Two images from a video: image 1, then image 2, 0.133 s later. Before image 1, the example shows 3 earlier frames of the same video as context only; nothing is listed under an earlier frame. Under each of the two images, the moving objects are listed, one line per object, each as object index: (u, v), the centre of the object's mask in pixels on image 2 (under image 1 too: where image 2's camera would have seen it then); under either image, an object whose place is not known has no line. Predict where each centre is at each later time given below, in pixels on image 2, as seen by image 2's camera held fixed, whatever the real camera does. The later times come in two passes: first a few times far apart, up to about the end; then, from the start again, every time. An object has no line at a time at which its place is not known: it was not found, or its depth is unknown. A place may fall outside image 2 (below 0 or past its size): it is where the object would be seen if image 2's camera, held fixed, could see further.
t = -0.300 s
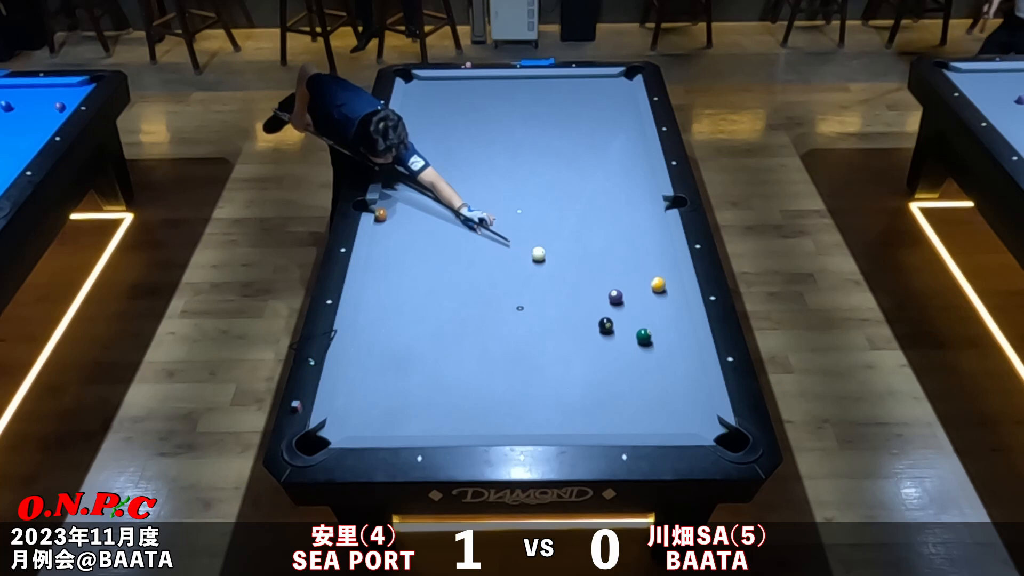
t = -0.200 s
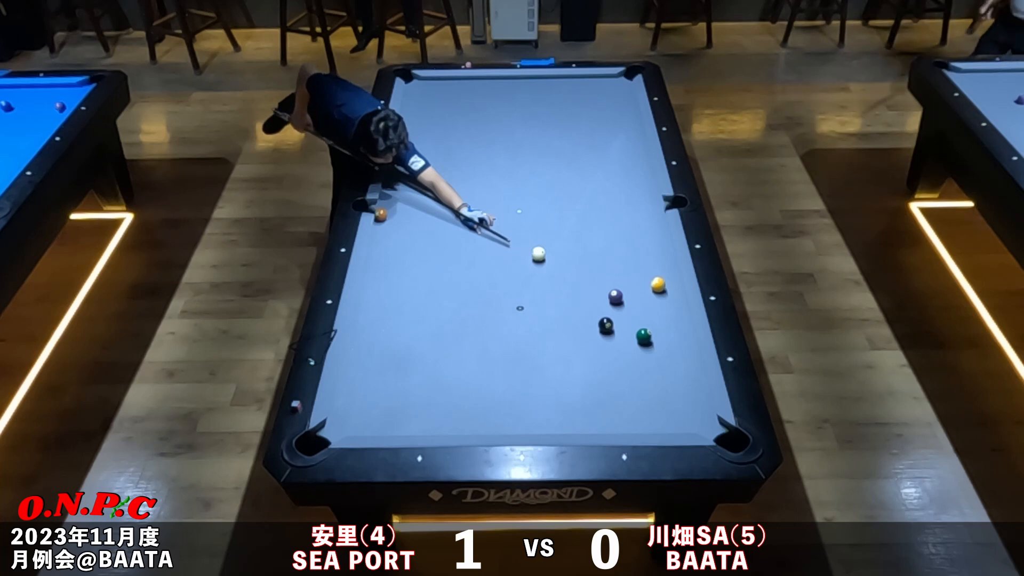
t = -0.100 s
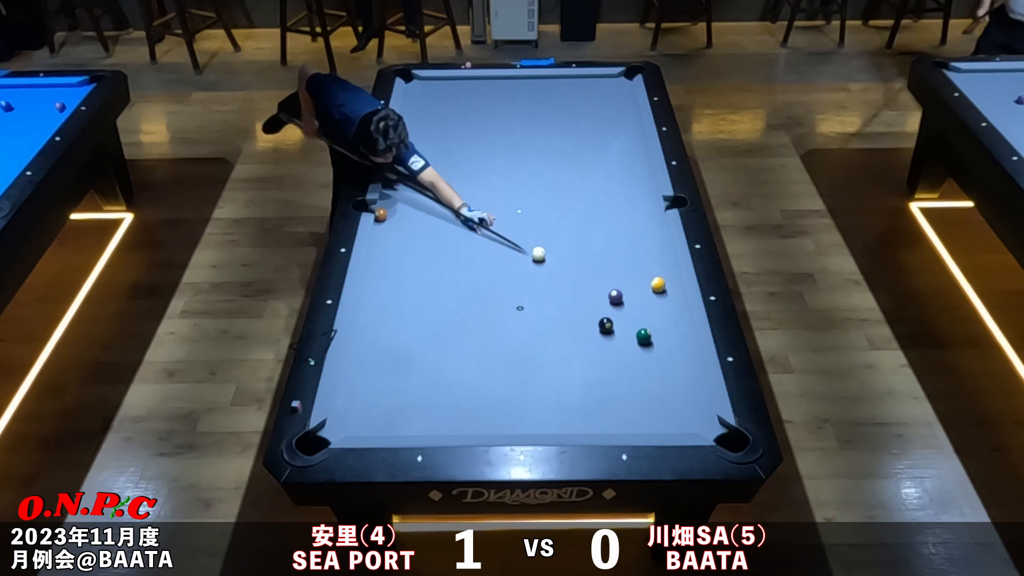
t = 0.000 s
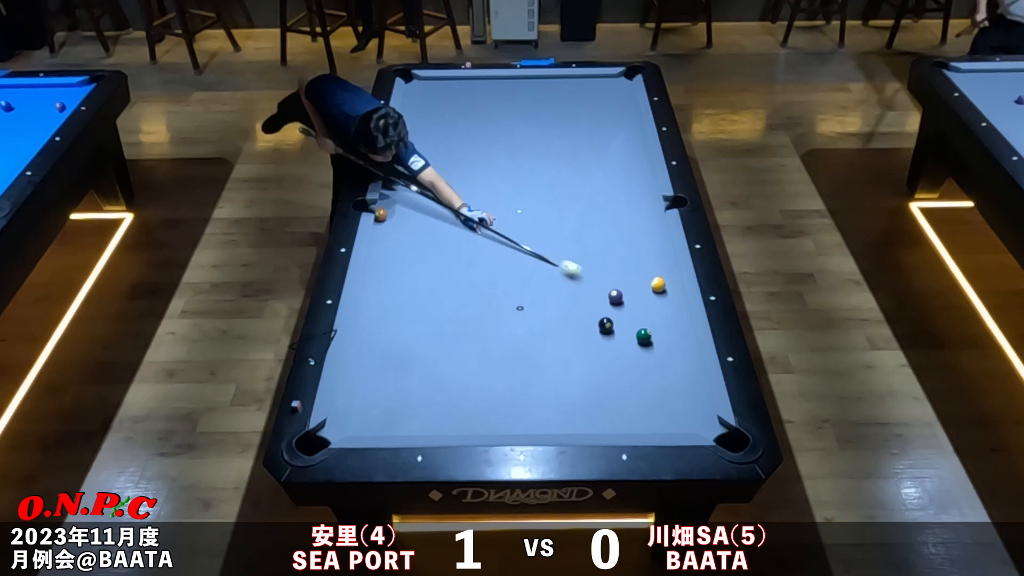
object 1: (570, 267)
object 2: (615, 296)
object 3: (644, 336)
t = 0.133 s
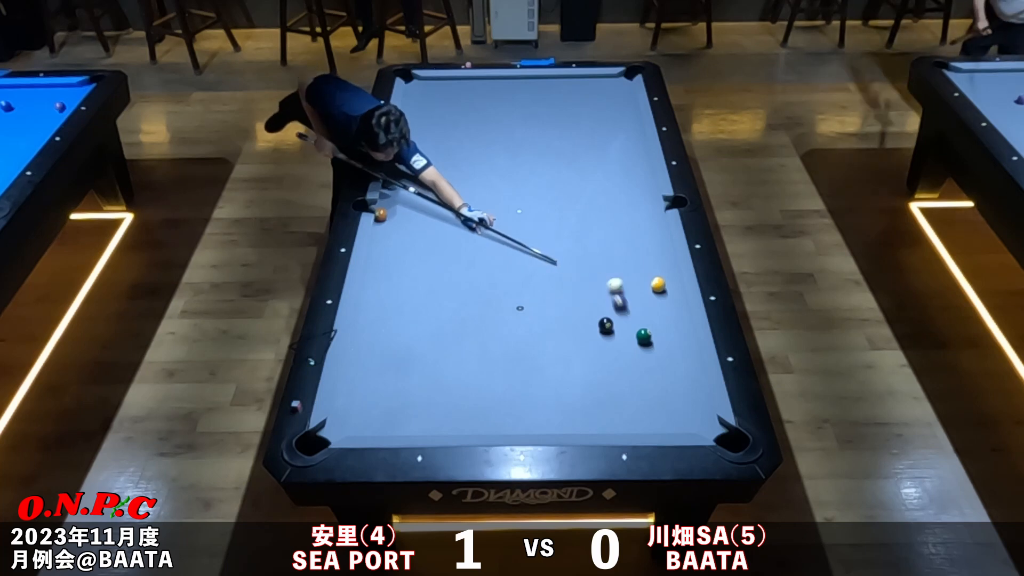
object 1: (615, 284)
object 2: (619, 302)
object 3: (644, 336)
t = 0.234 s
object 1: (628, 281)
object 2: (632, 320)
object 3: (644, 336)
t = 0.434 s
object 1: (643, 271)
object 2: (639, 331)
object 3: (659, 357)
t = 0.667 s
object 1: (660, 260)
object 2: (645, 340)
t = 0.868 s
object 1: (665, 252)
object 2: (649, 347)
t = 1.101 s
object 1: (654, 245)
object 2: (654, 355)
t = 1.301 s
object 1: (645, 240)
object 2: (658, 361)
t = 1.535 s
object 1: (636, 234)
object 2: (662, 368)
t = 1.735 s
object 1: (629, 230)
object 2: (665, 373)
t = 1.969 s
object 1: (622, 226)
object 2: (667, 377)
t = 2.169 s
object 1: (617, 223)
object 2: (669, 380)
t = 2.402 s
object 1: (611, 219)
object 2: (671, 382)
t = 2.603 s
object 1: (607, 217)
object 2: (672, 384)
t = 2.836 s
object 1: (603, 215)
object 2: (672, 385)
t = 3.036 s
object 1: (601, 214)
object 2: (671, 384)
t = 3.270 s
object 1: (599, 213)
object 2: (671, 384)
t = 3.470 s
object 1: (598, 212)
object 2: (671, 384)
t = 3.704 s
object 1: (597, 212)
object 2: (671, 384)
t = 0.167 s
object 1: (620, 283)
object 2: (624, 309)
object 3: (644, 336)
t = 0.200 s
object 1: (625, 282)
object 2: (628, 314)
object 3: (644, 336)
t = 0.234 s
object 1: (628, 281)
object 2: (632, 320)
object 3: (644, 336)
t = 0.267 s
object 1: (631, 279)
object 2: (635, 324)
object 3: (644, 336)
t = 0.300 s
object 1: (633, 277)
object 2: (636, 326)
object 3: (646, 340)
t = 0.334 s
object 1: (636, 276)
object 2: (637, 327)
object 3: (650, 345)
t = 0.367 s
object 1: (638, 274)
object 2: (637, 328)
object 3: (653, 349)
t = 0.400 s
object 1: (641, 272)
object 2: (638, 330)
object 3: (656, 353)
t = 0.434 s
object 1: (643, 271)
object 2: (639, 331)
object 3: (659, 357)
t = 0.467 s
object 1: (646, 269)
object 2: (640, 332)
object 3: (662, 361)
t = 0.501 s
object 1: (648, 267)
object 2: (641, 334)
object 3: (665, 365)
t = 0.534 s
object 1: (651, 266)
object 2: (642, 335)
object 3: (668, 369)
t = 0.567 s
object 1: (653, 264)
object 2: (643, 337)
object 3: (670, 373)
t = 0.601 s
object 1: (655, 263)
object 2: (643, 338)
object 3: (673, 377)
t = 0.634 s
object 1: (658, 261)
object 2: (644, 339)
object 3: (676, 381)
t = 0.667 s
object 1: (660, 260)
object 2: (645, 340)
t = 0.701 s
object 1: (663, 258)
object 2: (646, 341)
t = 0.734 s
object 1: (665, 257)
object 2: (646, 343)
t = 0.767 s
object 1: (667, 256)
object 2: (647, 344)
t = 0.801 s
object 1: (668, 254)
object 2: (648, 345)
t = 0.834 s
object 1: (667, 253)
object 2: (648, 346)
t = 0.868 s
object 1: (665, 252)
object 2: (649, 347)
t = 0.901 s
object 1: (664, 251)
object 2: (650, 349)
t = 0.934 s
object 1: (662, 250)
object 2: (650, 350)
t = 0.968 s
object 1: (660, 249)
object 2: (651, 351)
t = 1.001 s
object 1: (659, 248)
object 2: (652, 352)
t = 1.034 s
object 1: (657, 247)
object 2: (652, 353)
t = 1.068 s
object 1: (656, 246)
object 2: (653, 354)
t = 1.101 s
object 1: (654, 245)
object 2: (654, 355)
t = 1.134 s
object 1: (653, 244)
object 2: (654, 357)
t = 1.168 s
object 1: (651, 243)
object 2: (655, 358)
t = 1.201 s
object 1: (650, 242)
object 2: (656, 358)
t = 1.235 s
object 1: (648, 242)
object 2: (656, 360)
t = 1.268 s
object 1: (647, 241)
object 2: (657, 361)
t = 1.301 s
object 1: (645, 240)
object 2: (658, 361)
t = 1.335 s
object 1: (644, 239)
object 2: (658, 363)
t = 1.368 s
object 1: (643, 238)
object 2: (659, 363)
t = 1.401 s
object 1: (641, 238)
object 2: (659, 364)
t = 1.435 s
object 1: (640, 237)
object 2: (660, 365)
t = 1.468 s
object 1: (639, 236)
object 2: (661, 366)
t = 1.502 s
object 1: (637, 235)
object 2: (661, 367)
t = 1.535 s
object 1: (636, 234)
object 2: (662, 368)
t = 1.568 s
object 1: (635, 234)
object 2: (662, 369)
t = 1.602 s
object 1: (634, 233)
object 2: (663, 370)
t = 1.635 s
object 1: (633, 232)
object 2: (663, 370)
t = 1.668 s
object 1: (631, 231)
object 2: (664, 371)
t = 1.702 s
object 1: (630, 231)
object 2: (664, 372)
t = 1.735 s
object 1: (629, 230)
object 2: (665, 373)
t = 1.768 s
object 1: (628, 229)
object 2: (665, 373)
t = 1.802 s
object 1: (627, 229)
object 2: (665, 374)
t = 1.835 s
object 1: (626, 228)
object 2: (666, 375)
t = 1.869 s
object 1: (625, 228)
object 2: (666, 375)
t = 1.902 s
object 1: (624, 227)
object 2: (667, 376)
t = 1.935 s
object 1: (623, 226)
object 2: (667, 377)
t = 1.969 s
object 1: (622, 226)
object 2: (667, 377)
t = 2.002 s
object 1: (621, 225)
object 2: (668, 378)
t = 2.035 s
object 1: (620, 225)
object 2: (668, 378)
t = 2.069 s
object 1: (619, 224)
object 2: (668, 379)
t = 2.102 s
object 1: (618, 224)
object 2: (669, 379)
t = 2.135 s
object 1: (618, 223)
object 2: (669, 380)
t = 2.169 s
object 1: (617, 223)
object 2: (669, 380)
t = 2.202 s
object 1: (616, 222)
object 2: (670, 380)
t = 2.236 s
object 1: (615, 221)
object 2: (670, 381)
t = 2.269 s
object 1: (614, 221)
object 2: (670, 381)
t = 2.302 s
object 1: (613, 221)
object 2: (670, 381)
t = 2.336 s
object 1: (613, 220)
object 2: (671, 382)
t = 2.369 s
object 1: (612, 220)
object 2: (671, 382)
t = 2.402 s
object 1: (611, 219)
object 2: (671, 382)
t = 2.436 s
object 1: (610, 219)
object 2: (671, 383)
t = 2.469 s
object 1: (610, 219)
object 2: (671, 383)
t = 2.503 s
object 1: (609, 218)
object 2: (671, 383)
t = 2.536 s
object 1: (608, 218)
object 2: (671, 383)
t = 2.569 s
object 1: (608, 218)
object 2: (672, 384)
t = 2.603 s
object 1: (607, 217)
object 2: (672, 384)
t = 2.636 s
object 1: (607, 217)
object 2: (672, 384)
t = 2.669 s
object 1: (606, 217)
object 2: (672, 384)
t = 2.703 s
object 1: (606, 216)
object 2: (672, 384)
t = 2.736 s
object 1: (605, 216)
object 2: (672, 385)
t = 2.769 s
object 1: (604, 216)
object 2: (672, 385)
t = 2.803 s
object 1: (604, 215)
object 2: (672, 385)
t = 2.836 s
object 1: (603, 215)
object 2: (672, 385)
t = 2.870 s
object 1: (603, 215)
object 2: (672, 385)
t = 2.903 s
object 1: (603, 215)
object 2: (671, 385)
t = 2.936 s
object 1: (602, 214)
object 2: (671, 385)
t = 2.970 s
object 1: (602, 214)
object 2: (671, 385)
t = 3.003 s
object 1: (601, 214)
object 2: (671, 384)
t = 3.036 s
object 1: (601, 214)
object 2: (671, 384)
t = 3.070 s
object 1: (601, 214)
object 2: (671, 384)
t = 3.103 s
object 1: (600, 213)
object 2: (671, 384)
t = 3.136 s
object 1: (600, 213)
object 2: (671, 384)
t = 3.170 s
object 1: (600, 213)
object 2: (671, 384)
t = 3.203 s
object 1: (599, 213)
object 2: (671, 384)
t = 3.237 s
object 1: (599, 213)
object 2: (671, 384)
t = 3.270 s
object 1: (599, 213)
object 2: (671, 384)
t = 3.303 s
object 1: (599, 212)
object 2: (671, 384)
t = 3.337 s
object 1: (598, 212)
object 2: (671, 384)
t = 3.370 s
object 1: (598, 212)
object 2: (671, 384)
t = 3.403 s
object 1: (598, 212)
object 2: (671, 384)
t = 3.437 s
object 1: (598, 212)
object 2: (671, 384)
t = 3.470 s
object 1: (598, 212)
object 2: (671, 384)
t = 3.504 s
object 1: (598, 212)
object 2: (671, 384)
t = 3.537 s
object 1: (597, 212)
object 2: (671, 384)
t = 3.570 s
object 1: (597, 212)
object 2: (671, 384)
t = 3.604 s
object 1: (597, 212)
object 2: (671, 384)
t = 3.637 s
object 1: (597, 212)
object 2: (671, 384)
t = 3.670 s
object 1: (597, 212)
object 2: (671, 384)
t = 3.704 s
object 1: (597, 212)
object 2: (671, 384)
